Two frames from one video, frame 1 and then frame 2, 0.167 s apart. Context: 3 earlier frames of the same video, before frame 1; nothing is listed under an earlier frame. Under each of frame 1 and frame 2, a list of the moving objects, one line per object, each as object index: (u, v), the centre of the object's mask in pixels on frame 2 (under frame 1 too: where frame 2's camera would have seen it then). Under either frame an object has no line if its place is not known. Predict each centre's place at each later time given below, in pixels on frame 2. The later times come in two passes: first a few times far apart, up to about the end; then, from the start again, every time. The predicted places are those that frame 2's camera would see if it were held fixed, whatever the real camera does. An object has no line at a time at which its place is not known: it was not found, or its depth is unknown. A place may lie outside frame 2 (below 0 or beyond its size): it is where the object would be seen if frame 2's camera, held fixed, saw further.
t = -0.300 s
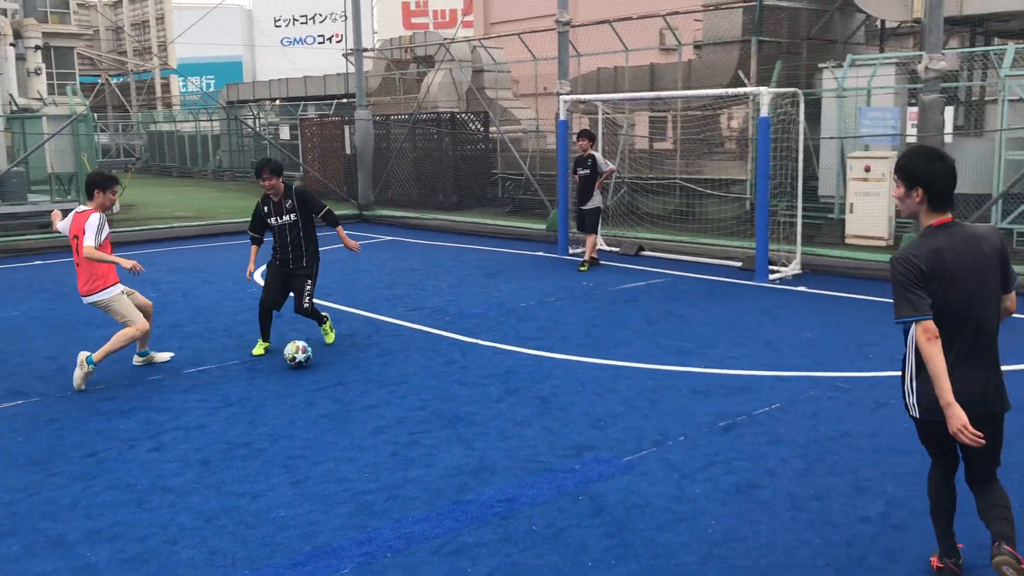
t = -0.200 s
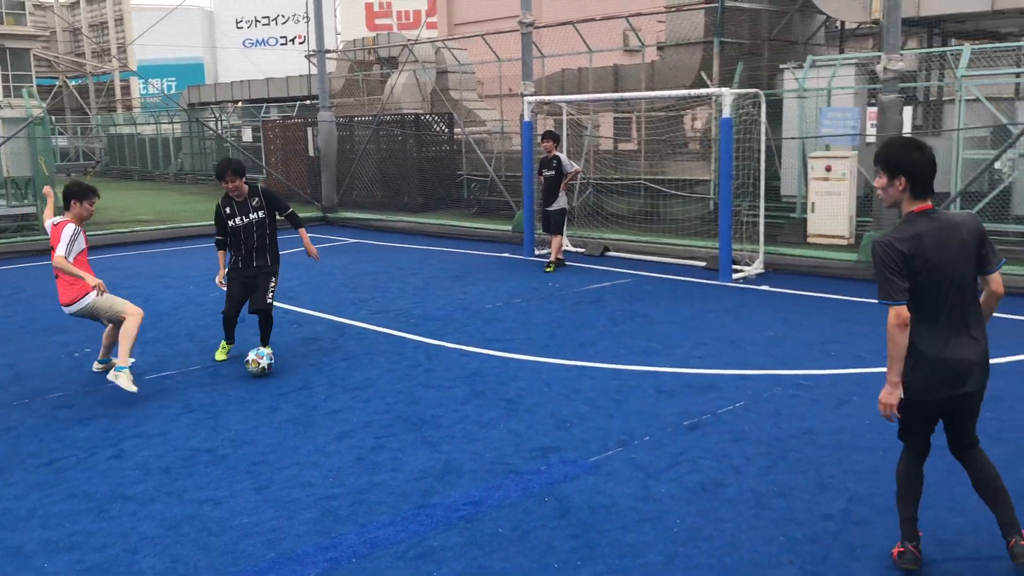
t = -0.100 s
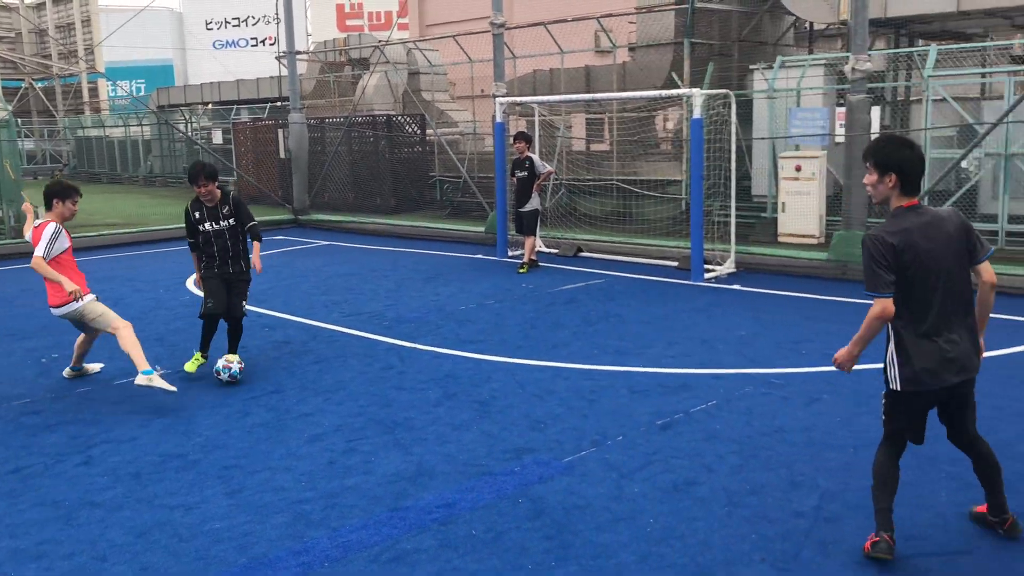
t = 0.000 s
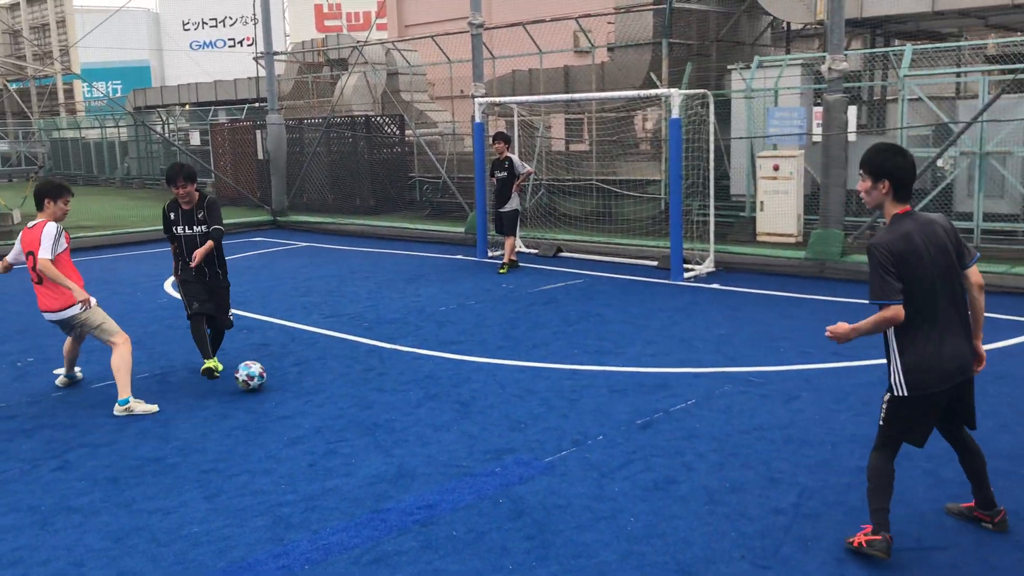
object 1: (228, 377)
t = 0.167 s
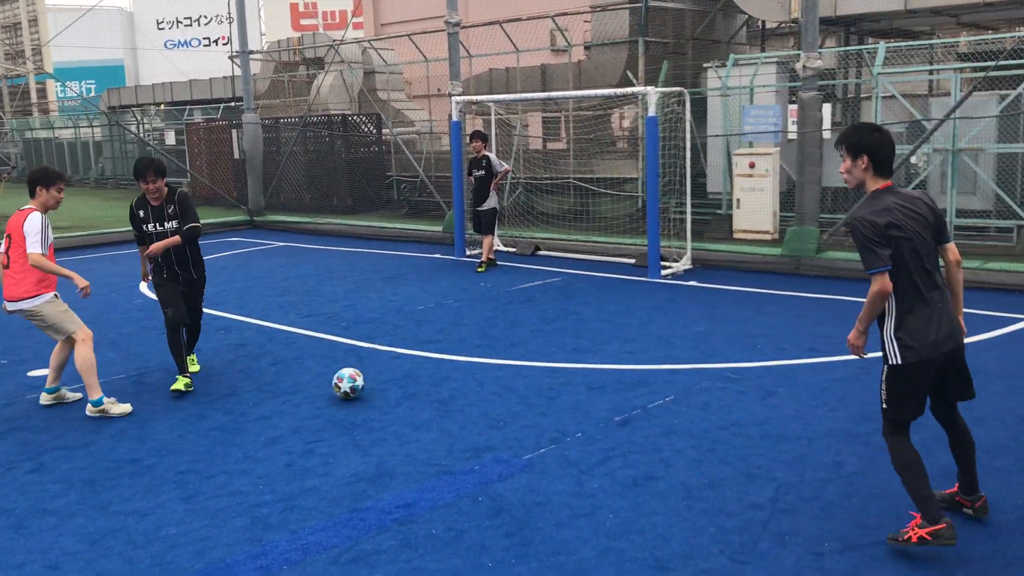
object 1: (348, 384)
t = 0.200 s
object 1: (371, 384)
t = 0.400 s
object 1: (505, 393)
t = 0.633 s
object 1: (653, 403)
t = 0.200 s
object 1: (371, 384)
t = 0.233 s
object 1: (394, 386)
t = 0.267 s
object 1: (418, 388)
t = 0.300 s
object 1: (440, 389)
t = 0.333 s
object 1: (462, 390)
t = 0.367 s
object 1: (483, 391)
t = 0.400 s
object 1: (505, 393)
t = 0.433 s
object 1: (527, 396)
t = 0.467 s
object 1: (547, 396)
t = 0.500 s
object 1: (568, 398)
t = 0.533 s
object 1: (589, 400)
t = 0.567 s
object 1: (610, 401)
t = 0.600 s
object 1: (631, 402)
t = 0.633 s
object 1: (653, 403)
